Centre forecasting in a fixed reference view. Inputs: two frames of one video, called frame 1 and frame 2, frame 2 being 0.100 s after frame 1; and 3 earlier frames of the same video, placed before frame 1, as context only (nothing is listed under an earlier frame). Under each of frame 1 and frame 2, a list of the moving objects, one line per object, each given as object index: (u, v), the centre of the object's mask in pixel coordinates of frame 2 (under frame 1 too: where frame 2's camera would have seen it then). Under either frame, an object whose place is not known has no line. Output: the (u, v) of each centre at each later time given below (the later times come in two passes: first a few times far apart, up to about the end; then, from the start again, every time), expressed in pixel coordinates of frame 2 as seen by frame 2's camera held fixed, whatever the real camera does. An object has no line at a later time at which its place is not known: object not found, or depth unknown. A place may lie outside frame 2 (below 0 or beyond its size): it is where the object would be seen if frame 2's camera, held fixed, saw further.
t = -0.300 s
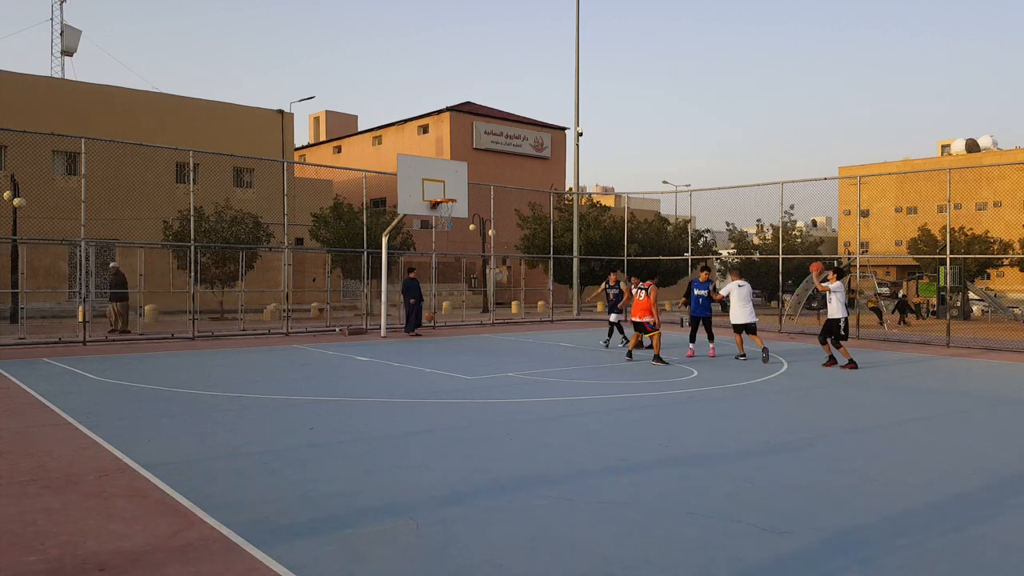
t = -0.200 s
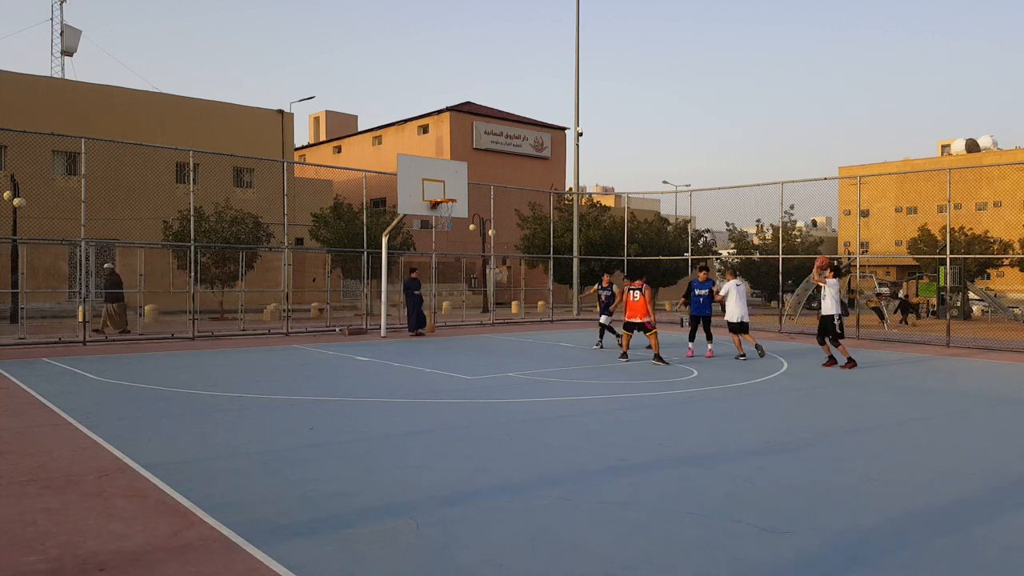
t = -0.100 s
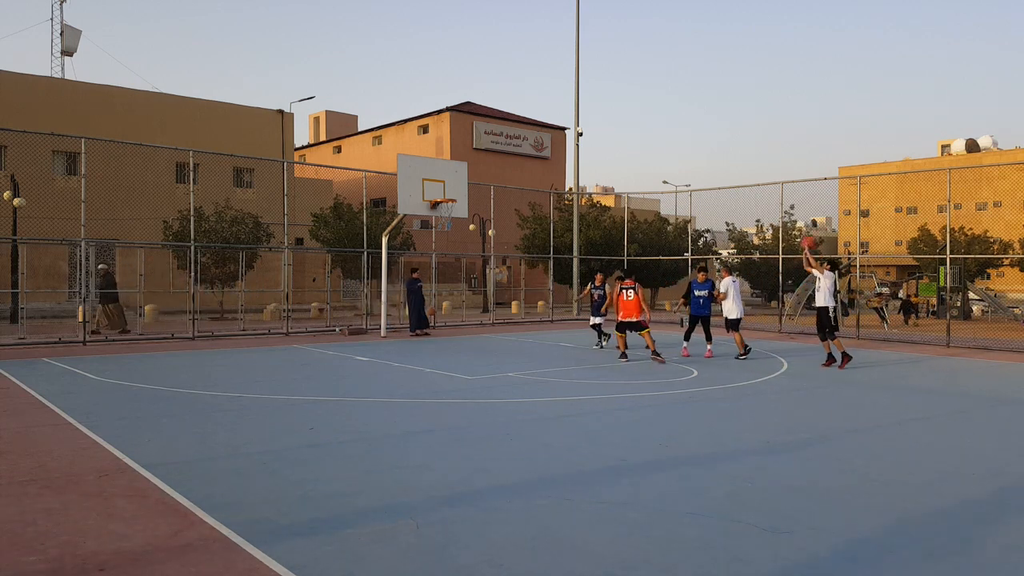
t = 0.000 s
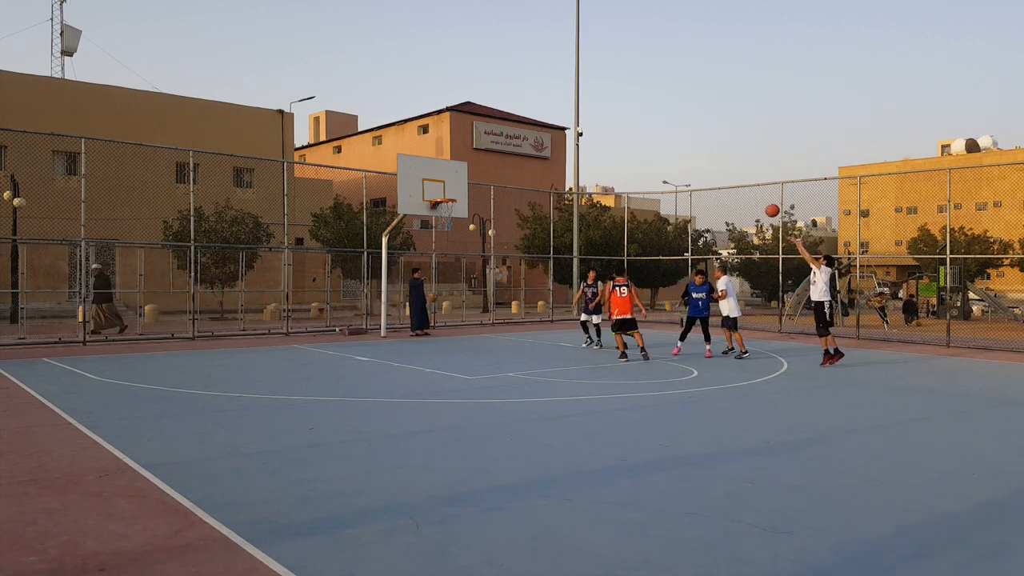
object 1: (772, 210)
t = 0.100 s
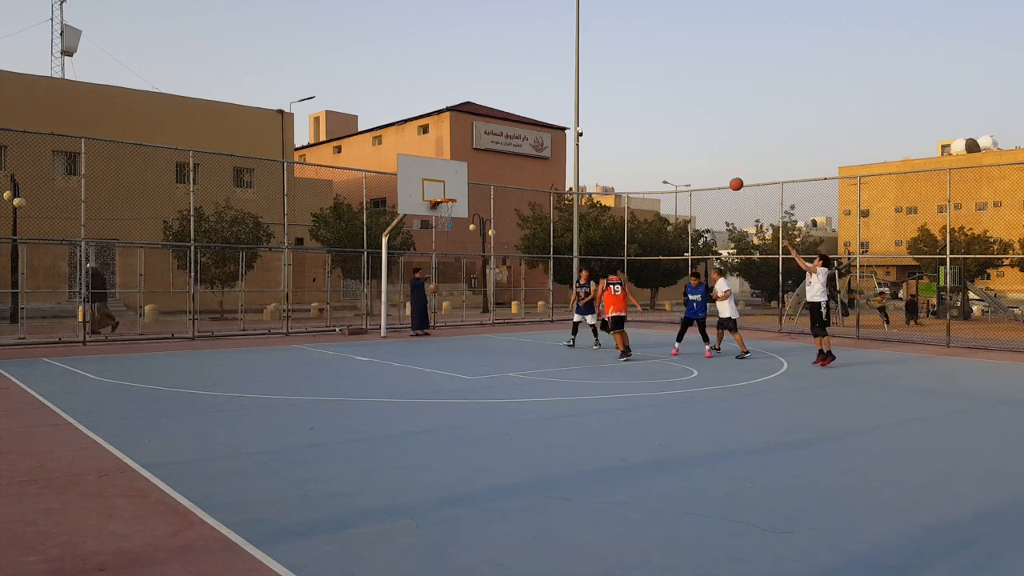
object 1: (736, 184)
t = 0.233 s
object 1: (690, 159)
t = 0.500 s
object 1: (604, 139)
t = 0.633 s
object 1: (564, 143)
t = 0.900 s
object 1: (490, 177)
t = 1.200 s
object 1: (499, 222)
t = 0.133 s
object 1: (724, 176)
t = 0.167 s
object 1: (712, 170)
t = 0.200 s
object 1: (701, 164)
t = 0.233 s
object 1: (690, 159)
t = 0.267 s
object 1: (678, 154)
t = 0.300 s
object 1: (667, 150)
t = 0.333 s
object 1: (656, 147)
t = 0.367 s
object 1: (646, 144)
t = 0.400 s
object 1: (635, 142)
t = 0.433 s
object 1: (625, 140)
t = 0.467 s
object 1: (614, 139)
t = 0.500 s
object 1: (604, 139)
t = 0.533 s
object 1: (594, 139)
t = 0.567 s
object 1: (584, 140)
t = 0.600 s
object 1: (574, 142)
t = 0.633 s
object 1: (564, 143)
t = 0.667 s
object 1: (555, 146)
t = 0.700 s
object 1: (545, 149)
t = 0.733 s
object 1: (536, 152)
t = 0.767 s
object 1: (526, 156)
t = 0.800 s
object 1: (517, 160)
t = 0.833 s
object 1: (507, 166)
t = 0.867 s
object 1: (499, 171)
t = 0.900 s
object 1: (490, 177)
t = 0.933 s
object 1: (480, 183)
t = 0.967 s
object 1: (472, 190)
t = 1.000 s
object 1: (463, 197)
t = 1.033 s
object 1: (464, 201)
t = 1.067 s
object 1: (471, 204)
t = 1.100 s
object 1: (478, 208)
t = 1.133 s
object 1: (485, 212)
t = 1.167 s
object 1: (492, 216)
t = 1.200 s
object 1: (499, 222)
